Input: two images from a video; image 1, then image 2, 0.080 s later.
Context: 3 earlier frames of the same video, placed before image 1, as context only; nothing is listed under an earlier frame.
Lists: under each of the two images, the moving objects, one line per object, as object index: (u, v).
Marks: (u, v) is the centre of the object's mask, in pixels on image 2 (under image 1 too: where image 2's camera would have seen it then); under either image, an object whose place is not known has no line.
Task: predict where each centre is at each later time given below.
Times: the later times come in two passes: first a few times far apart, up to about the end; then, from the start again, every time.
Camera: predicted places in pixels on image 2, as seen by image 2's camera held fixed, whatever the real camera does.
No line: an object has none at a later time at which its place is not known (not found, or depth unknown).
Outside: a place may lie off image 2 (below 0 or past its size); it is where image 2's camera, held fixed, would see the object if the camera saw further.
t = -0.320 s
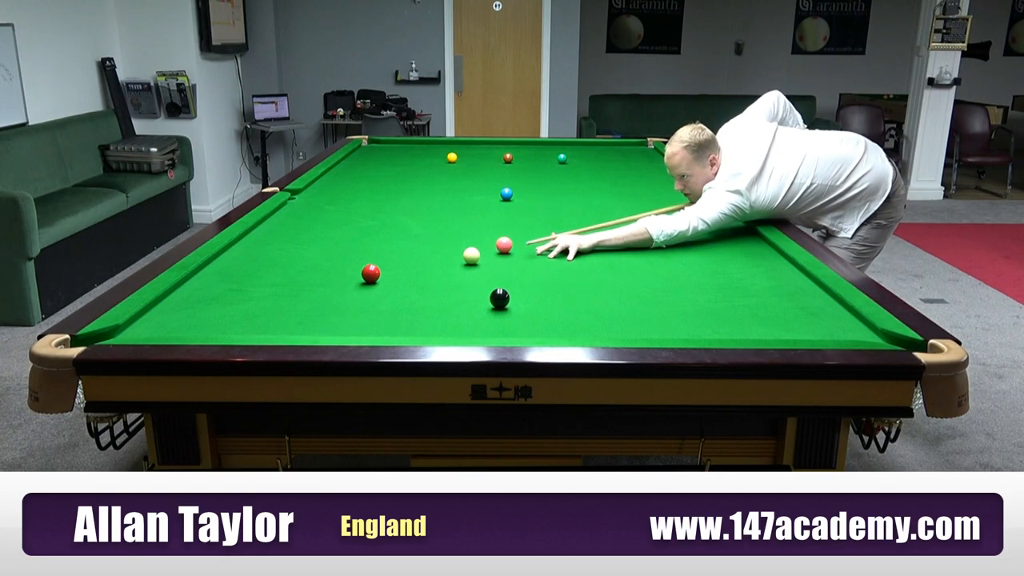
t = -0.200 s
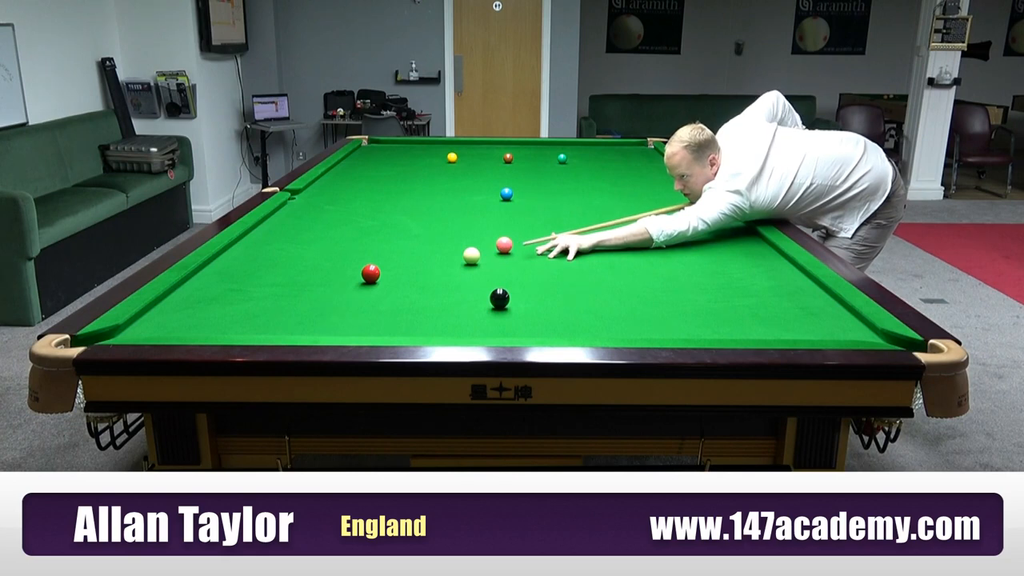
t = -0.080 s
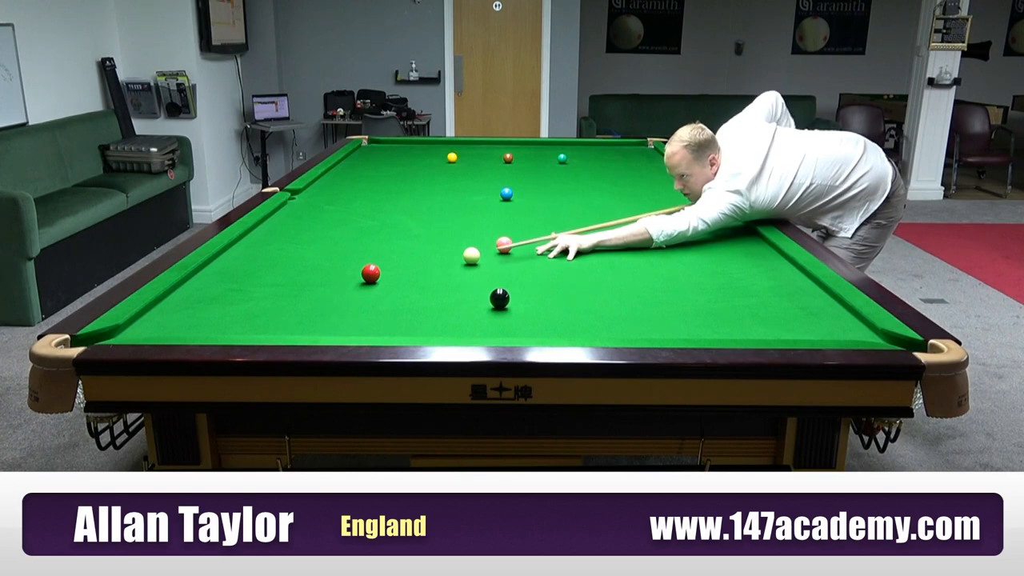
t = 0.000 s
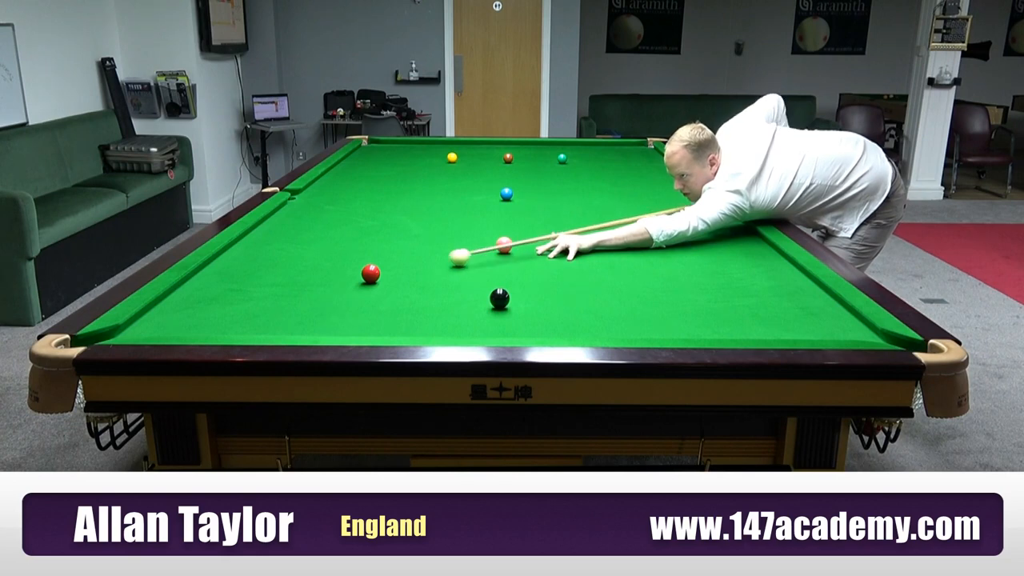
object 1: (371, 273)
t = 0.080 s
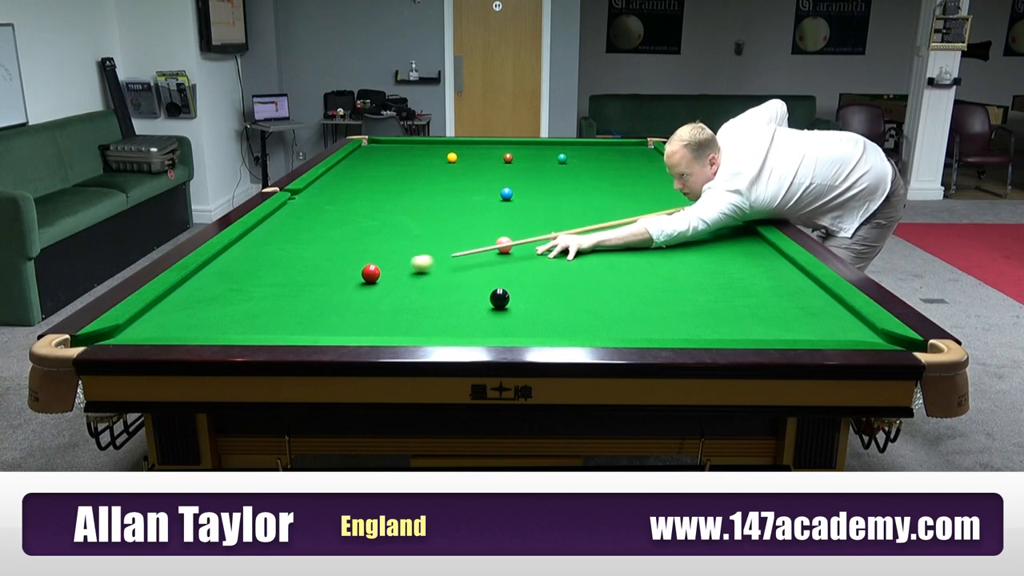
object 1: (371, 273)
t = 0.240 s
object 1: (337, 281)
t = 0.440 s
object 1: (268, 298)
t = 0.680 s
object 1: (182, 319)
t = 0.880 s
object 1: (101, 336)
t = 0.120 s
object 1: (370, 273)
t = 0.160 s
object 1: (369, 274)
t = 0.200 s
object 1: (353, 277)
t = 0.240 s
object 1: (337, 281)
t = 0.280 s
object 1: (322, 285)
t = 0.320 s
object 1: (308, 288)
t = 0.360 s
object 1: (294, 292)
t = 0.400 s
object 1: (281, 295)
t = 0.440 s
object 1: (268, 298)
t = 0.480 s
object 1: (255, 302)
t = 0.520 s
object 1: (241, 305)
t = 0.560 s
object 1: (227, 309)
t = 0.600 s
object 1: (212, 312)
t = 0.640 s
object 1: (198, 316)
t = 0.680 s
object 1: (182, 319)
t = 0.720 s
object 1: (168, 323)
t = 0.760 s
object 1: (152, 326)
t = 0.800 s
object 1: (136, 328)
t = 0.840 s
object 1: (118, 331)
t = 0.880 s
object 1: (101, 336)
